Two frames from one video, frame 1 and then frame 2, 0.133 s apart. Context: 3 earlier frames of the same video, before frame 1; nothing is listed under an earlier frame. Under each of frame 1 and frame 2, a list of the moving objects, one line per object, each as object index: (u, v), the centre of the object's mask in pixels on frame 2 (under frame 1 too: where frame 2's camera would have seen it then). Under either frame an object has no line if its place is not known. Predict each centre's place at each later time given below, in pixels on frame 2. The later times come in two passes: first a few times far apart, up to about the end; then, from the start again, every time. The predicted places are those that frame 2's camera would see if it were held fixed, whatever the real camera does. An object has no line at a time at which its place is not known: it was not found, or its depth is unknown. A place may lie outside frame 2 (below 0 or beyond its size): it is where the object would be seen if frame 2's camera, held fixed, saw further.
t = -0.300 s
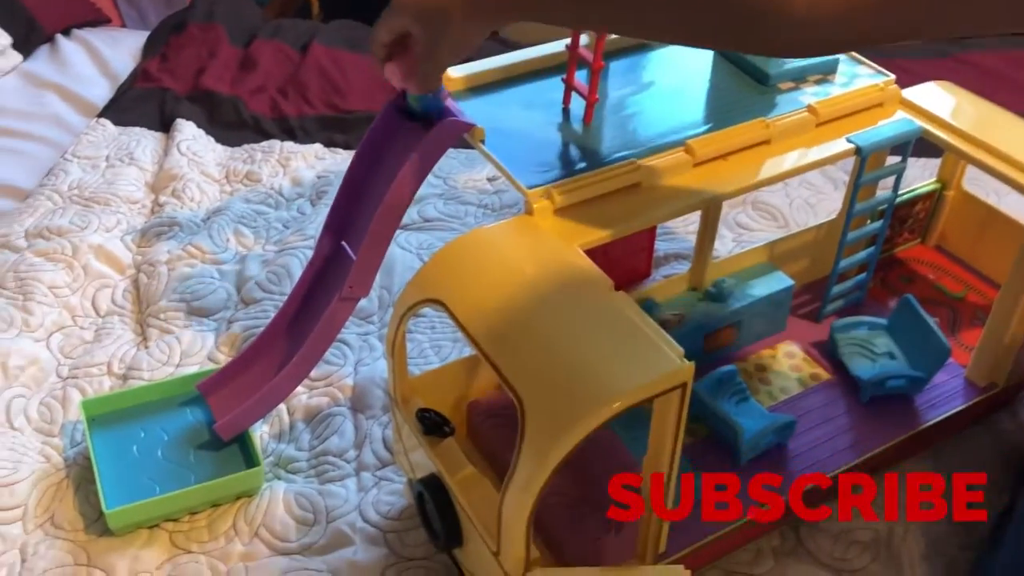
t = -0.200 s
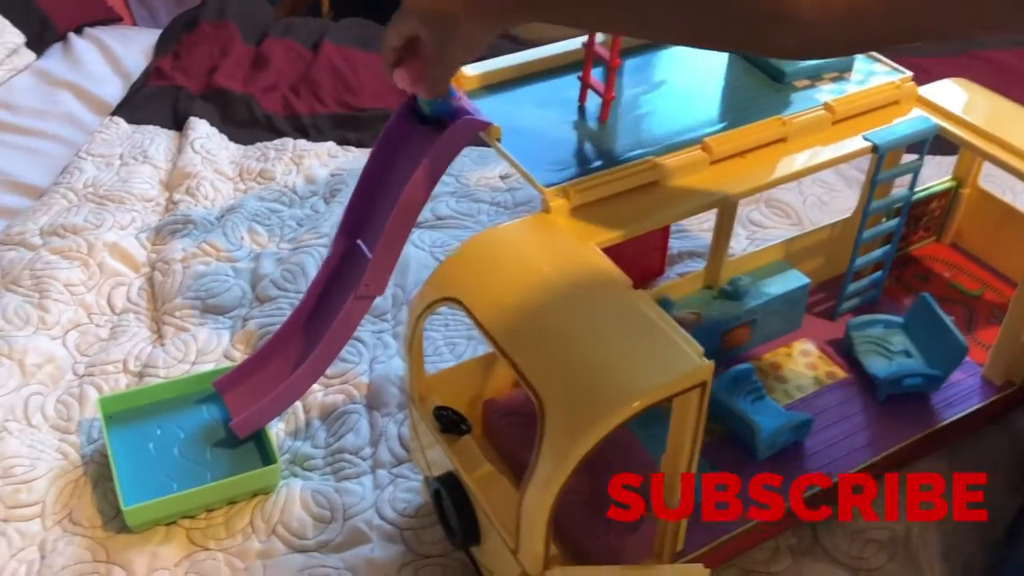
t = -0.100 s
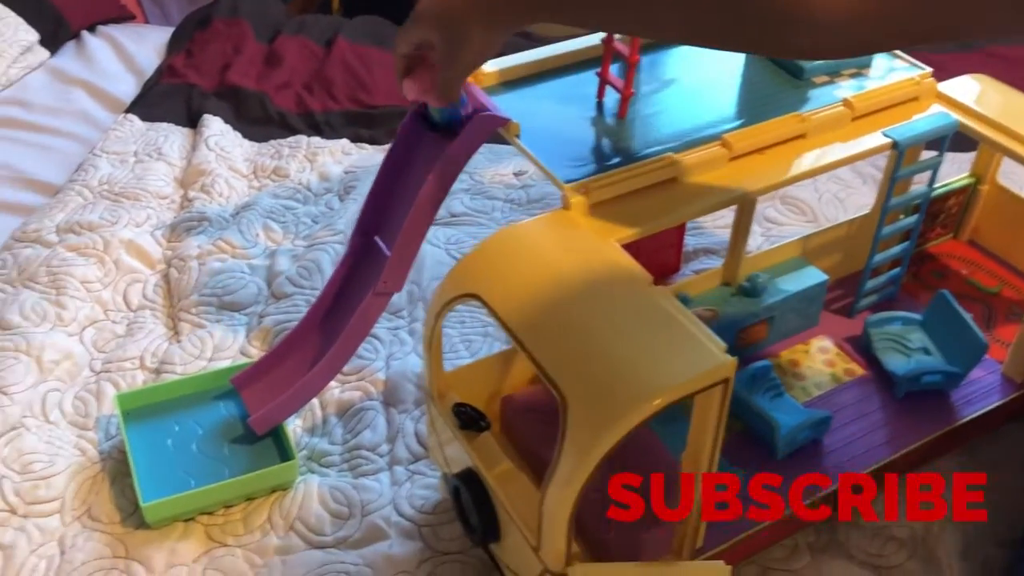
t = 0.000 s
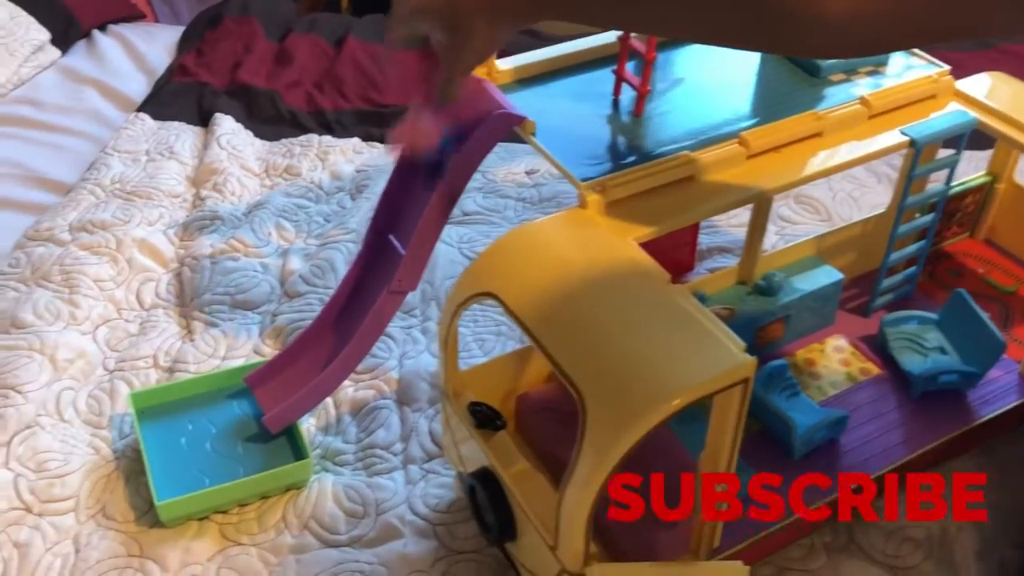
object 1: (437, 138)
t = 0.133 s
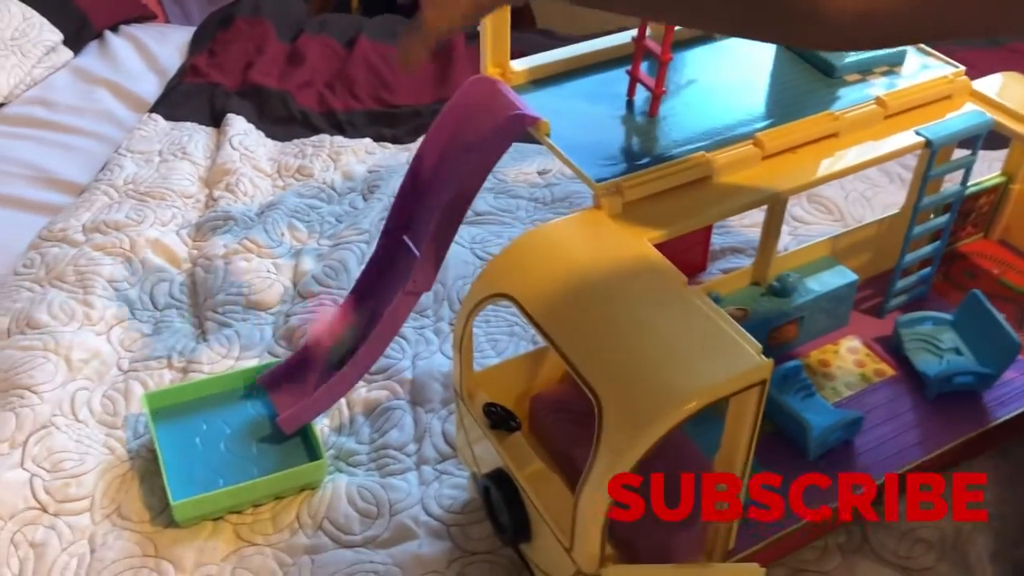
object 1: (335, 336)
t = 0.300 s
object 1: (229, 450)
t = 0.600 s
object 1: (271, 447)
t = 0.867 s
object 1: (272, 447)
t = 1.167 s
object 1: (273, 445)
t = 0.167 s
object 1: (280, 381)
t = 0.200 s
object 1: (232, 421)
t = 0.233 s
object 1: (196, 431)
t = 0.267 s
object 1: (210, 436)
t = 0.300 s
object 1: (229, 450)
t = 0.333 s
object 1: (246, 454)
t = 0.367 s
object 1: (258, 454)
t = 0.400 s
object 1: (267, 450)
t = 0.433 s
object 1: (271, 448)
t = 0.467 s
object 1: (271, 448)
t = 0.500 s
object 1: (272, 447)
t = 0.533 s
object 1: (272, 447)
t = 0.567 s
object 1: (272, 447)
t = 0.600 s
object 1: (271, 447)
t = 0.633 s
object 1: (272, 447)
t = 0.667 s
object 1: (271, 448)
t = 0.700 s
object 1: (271, 448)
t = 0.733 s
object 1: (271, 447)
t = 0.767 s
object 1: (272, 447)
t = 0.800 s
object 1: (273, 447)
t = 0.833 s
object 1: (271, 448)
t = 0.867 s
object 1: (272, 447)
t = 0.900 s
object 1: (272, 447)
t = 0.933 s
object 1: (271, 447)
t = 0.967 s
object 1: (272, 446)
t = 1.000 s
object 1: (272, 446)
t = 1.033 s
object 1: (273, 447)
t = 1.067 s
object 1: (272, 446)
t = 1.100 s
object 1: (273, 446)
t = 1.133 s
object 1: (273, 445)
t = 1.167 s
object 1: (273, 445)
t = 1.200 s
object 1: (273, 445)
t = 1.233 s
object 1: (273, 446)
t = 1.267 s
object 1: (272, 445)
